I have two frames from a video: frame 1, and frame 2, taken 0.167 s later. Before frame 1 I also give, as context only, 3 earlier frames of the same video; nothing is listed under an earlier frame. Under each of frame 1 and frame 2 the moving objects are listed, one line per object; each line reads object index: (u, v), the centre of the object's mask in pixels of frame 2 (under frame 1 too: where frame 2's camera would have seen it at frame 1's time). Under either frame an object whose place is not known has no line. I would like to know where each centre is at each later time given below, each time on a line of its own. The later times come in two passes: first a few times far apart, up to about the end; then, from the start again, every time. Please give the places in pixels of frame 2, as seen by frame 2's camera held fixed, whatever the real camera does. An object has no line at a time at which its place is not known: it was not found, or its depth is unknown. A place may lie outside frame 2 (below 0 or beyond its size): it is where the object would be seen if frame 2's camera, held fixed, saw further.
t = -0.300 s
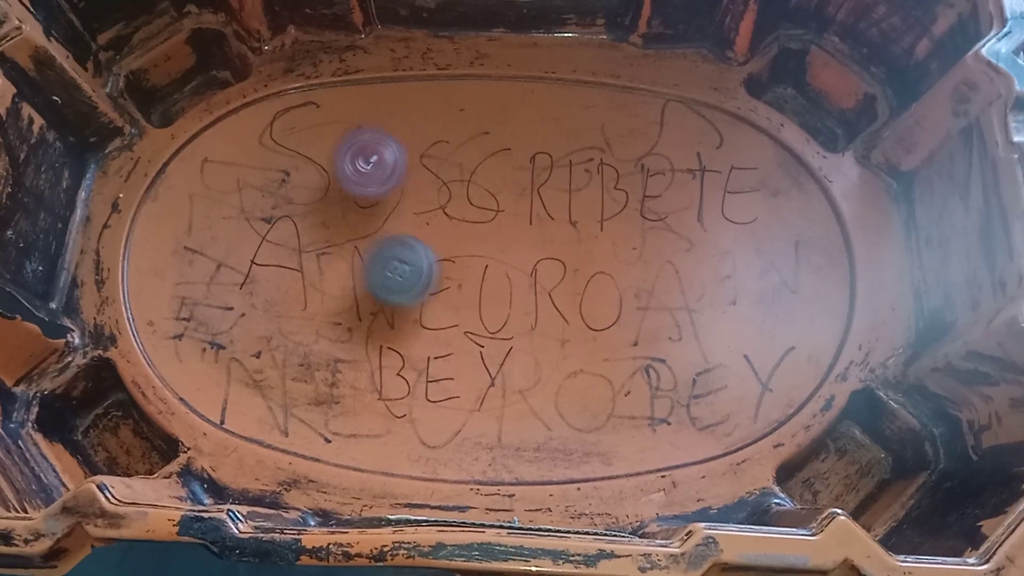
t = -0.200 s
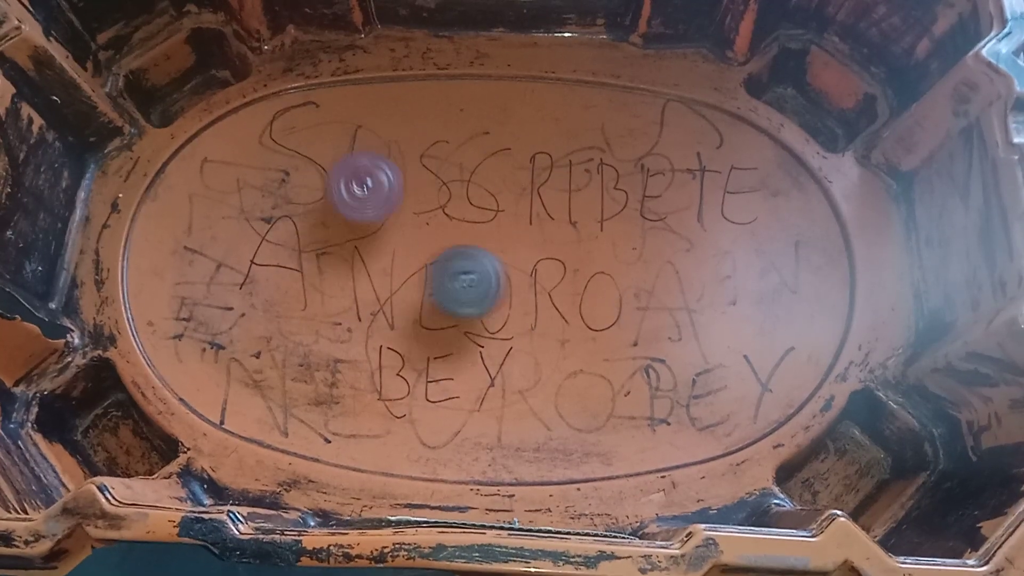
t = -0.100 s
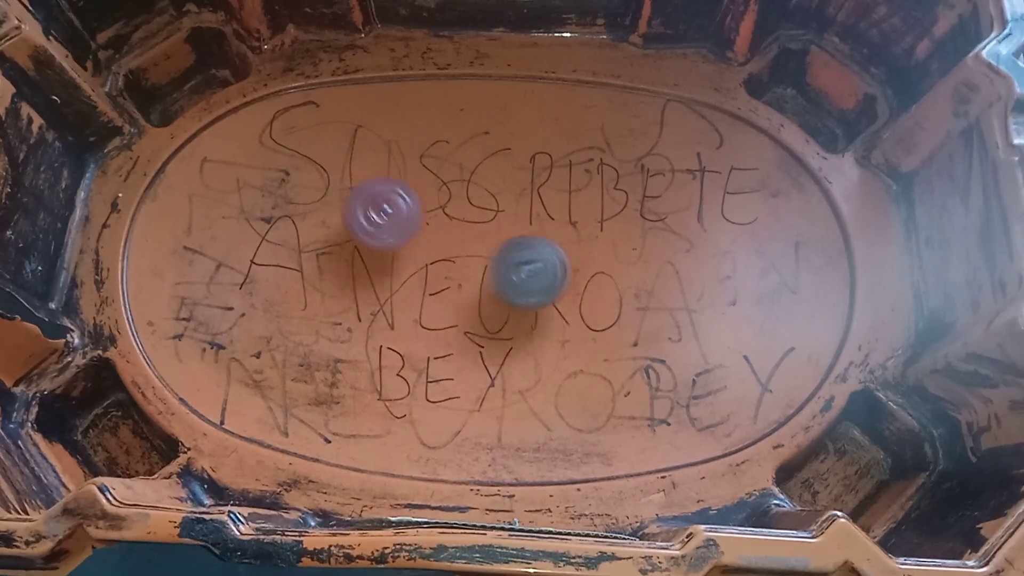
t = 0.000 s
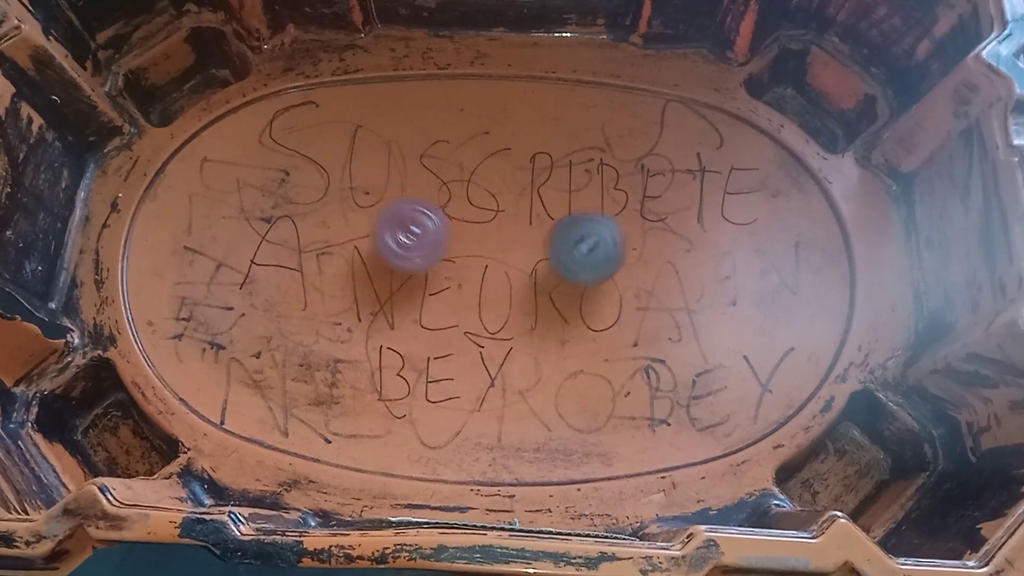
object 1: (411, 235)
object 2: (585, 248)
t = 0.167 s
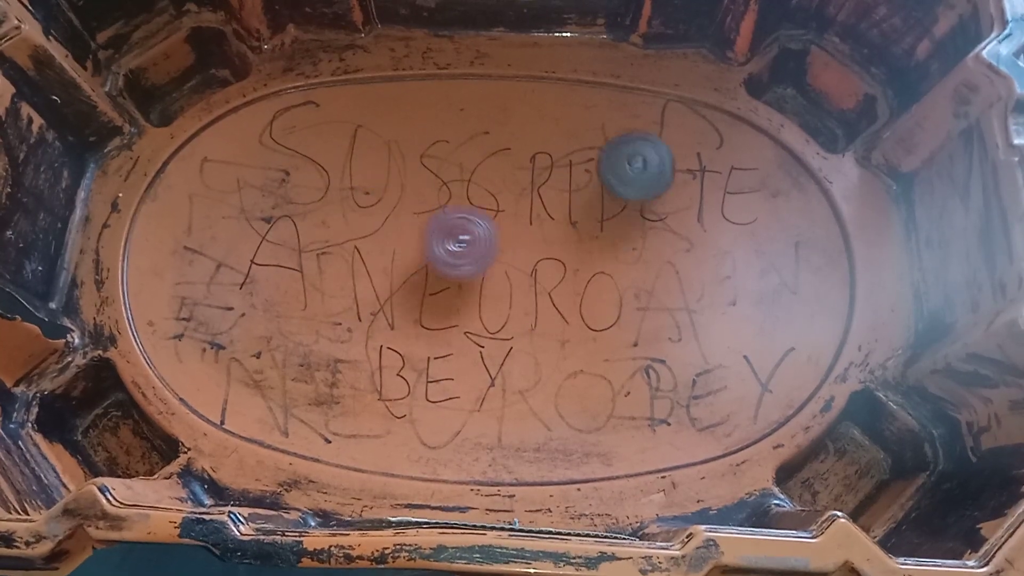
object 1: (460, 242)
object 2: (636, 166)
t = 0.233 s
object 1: (484, 245)
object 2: (622, 147)
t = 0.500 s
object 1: (572, 256)
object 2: (505, 194)
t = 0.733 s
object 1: (617, 227)
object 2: (553, 313)
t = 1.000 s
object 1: (626, 203)
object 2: (623, 293)
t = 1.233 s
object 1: (571, 188)
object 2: (586, 284)
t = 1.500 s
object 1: (486, 219)
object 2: (501, 342)
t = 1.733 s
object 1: (462, 240)
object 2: (498, 398)
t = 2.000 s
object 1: (425, 270)
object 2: (528, 366)
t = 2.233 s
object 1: (377, 259)
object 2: (520, 308)
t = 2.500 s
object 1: (340, 268)
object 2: (492, 269)
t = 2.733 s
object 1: (362, 269)
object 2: (447, 250)
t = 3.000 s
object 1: (393, 265)
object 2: (468, 227)
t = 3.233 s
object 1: (414, 259)
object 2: (499, 206)
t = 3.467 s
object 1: (425, 259)
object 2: (515, 203)
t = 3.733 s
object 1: (448, 268)
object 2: (542, 233)
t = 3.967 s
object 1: (475, 284)
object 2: (571, 251)
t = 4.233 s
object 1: (507, 314)
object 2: (565, 255)
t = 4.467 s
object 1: (479, 379)
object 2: (582, 207)
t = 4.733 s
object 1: (497, 379)
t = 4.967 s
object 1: (486, 366)
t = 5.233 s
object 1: (461, 363)
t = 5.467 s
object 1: (460, 310)
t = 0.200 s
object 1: (472, 243)
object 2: (632, 156)
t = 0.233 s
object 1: (484, 245)
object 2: (622, 147)
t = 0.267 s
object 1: (496, 247)
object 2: (608, 142)
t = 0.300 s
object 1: (507, 250)
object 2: (588, 139)
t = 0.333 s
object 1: (519, 252)
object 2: (571, 139)
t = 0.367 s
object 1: (531, 256)
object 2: (553, 144)
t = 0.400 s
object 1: (542, 257)
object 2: (537, 153)
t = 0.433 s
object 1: (554, 259)
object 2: (524, 164)
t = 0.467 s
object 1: (564, 259)
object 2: (513, 179)
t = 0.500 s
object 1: (572, 256)
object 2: (505, 194)
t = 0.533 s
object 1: (578, 252)
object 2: (503, 211)
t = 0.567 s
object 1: (586, 248)
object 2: (502, 229)
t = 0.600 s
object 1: (593, 243)
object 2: (508, 247)
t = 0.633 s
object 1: (601, 239)
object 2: (517, 267)
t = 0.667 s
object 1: (608, 235)
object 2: (527, 286)
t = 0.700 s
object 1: (613, 231)
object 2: (540, 302)
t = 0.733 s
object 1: (617, 227)
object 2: (553, 313)
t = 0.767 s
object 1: (622, 224)
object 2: (566, 320)
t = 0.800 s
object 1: (627, 221)
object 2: (578, 322)
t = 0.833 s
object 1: (630, 219)
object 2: (589, 319)
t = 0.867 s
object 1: (632, 216)
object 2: (599, 314)
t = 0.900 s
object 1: (632, 214)
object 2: (607, 308)
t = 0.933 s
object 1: (632, 210)
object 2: (615, 303)
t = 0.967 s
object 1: (630, 207)
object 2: (619, 298)
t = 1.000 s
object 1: (626, 203)
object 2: (623, 293)
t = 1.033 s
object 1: (620, 203)
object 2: (624, 288)
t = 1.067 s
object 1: (613, 204)
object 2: (622, 283)
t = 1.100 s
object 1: (607, 204)
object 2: (619, 280)
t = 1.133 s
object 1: (600, 195)
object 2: (613, 282)
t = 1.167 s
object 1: (591, 189)
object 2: (606, 283)
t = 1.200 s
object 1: (581, 187)
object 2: (597, 284)
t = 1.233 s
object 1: (571, 188)
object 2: (586, 284)
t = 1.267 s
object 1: (559, 191)
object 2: (576, 284)
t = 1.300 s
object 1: (546, 193)
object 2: (565, 286)
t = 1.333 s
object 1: (533, 196)
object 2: (553, 292)
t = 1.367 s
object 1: (522, 199)
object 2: (542, 300)
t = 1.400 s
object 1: (512, 203)
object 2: (531, 310)
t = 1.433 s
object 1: (504, 207)
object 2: (519, 321)
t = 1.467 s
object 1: (496, 213)
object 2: (509, 332)
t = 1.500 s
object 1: (486, 219)
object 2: (501, 342)
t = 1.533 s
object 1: (479, 223)
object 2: (495, 353)
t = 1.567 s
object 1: (474, 227)
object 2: (491, 364)
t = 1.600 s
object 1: (471, 229)
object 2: (489, 373)
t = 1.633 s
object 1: (469, 231)
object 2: (489, 381)
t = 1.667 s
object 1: (466, 234)
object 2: (491, 388)
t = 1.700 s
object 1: (464, 237)
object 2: (494, 394)
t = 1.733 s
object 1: (462, 240)
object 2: (498, 398)
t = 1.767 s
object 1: (458, 244)
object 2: (503, 401)
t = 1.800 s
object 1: (454, 248)
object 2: (509, 403)
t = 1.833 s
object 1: (450, 252)
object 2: (515, 401)
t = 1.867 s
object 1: (444, 255)
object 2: (520, 399)
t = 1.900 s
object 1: (439, 259)
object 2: (525, 394)
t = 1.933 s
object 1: (434, 262)
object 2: (528, 386)
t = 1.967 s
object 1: (429, 266)
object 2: (529, 377)
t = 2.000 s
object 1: (425, 270)
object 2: (528, 366)
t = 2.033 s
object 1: (421, 274)
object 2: (524, 354)
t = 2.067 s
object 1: (419, 277)
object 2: (519, 340)
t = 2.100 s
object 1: (419, 280)
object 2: (512, 327)
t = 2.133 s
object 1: (419, 283)
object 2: (503, 314)
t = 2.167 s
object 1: (408, 277)
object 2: (508, 309)
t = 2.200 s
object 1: (390, 266)
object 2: (517, 309)
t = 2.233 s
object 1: (377, 259)
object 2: (520, 308)
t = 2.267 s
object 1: (367, 257)
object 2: (521, 303)
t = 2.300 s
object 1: (359, 258)
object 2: (521, 298)
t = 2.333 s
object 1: (353, 260)
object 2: (520, 291)
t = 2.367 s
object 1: (347, 263)
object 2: (517, 286)
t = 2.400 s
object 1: (342, 264)
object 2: (512, 281)
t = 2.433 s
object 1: (340, 266)
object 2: (506, 276)
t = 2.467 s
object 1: (340, 267)
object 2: (499, 272)
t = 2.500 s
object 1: (340, 268)
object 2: (492, 269)
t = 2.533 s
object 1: (342, 268)
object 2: (485, 266)
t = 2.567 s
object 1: (344, 268)
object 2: (478, 263)
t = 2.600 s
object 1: (347, 269)
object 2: (470, 260)
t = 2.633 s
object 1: (352, 269)
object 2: (463, 257)
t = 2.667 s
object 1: (356, 270)
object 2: (457, 255)
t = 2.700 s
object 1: (360, 269)
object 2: (451, 253)
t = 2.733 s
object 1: (362, 269)
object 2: (447, 250)
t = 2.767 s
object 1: (361, 269)
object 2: (449, 248)
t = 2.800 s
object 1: (362, 269)
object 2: (450, 244)
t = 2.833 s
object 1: (367, 268)
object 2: (452, 240)
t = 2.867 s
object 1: (371, 267)
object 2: (454, 238)
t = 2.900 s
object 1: (376, 267)
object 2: (457, 235)
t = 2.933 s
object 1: (381, 267)
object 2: (460, 232)
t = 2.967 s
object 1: (386, 266)
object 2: (464, 230)
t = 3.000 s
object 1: (393, 265)
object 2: (468, 227)
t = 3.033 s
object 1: (400, 264)
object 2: (472, 225)
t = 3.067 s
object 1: (406, 262)
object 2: (478, 223)
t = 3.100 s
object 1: (413, 261)
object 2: (483, 220)
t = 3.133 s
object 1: (415, 260)
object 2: (486, 218)
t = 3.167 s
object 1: (418, 260)
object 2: (488, 215)
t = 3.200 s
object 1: (416, 260)
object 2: (494, 210)
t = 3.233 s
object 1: (414, 259)
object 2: (499, 206)
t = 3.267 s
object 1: (414, 259)
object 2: (502, 204)
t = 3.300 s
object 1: (416, 259)
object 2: (504, 203)
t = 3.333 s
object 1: (418, 259)
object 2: (506, 203)
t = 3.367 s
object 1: (419, 259)
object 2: (508, 202)
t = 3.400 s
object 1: (421, 259)
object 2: (510, 202)
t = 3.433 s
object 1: (423, 260)
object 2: (512, 202)
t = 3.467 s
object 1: (425, 259)
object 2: (515, 203)
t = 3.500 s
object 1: (429, 260)
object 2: (517, 206)
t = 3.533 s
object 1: (431, 261)
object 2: (520, 208)
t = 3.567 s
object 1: (434, 261)
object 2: (523, 212)
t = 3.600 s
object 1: (436, 263)
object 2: (527, 216)
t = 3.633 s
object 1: (440, 263)
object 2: (531, 220)
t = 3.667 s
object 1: (442, 264)
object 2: (535, 225)
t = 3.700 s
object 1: (445, 266)
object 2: (538, 229)
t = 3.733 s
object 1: (448, 268)
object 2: (542, 233)
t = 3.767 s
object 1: (451, 269)
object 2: (545, 237)
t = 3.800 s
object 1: (455, 271)
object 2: (549, 241)
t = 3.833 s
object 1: (459, 273)
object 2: (554, 245)
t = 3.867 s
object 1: (463, 275)
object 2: (559, 248)
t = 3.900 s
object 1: (467, 278)
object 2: (563, 249)
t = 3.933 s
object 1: (471, 281)
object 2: (567, 250)
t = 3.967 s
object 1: (475, 284)
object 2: (571, 251)
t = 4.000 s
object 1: (478, 288)
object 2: (574, 251)
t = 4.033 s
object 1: (482, 292)
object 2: (576, 252)
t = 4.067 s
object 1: (485, 296)
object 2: (577, 252)
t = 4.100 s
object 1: (489, 301)
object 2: (577, 251)
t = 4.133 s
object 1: (494, 305)
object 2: (575, 252)
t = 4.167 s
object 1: (498, 308)
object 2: (573, 252)
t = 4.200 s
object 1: (502, 311)
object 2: (569, 254)
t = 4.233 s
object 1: (507, 314)
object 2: (565, 255)
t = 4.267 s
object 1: (508, 317)
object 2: (563, 255)
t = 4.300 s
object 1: (494, 335)
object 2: (576, 243)
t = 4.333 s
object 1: (482, 348)
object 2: (582, 232)
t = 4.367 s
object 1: (477, 358)
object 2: (585, 223)
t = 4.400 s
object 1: (476, 365)
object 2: (585, 217)
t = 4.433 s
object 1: (477, 373)
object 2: (584, 211)
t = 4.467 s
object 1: (479, 379)
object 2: (582, 207)
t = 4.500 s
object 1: (481, 384)
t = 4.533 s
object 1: (483, 387)
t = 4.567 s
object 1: (486, 390)
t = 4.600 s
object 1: (488, 390)
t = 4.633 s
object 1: (490, 389)
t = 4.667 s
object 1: (493, 387)
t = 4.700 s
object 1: (495, 384)
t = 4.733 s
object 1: (497, 379)
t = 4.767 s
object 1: (499, 374)
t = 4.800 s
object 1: (501, 367)
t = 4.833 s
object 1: (502, 362)
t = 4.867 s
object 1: (502, 356)
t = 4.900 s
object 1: (501, 349)
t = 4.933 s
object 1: (496, 350)
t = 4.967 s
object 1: (486, 366)
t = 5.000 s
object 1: (476, 378)
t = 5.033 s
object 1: (468, 384)
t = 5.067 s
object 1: (463, 386)
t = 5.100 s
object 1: (460, 384)
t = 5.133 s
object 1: (460, 380)
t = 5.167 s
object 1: (460, 374)
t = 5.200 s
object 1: (461, 369)
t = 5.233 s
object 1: (461, 363)
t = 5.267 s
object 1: (462, 356)
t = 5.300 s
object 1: (462, 350)
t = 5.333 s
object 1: (463, 342)
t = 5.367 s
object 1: (462, 335)
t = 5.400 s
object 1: (461, 326)
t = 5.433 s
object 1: (461, 317)
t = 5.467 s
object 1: (460, 310)
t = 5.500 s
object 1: (459, 300)
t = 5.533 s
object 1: (458, 290)
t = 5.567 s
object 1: (455, 281)
